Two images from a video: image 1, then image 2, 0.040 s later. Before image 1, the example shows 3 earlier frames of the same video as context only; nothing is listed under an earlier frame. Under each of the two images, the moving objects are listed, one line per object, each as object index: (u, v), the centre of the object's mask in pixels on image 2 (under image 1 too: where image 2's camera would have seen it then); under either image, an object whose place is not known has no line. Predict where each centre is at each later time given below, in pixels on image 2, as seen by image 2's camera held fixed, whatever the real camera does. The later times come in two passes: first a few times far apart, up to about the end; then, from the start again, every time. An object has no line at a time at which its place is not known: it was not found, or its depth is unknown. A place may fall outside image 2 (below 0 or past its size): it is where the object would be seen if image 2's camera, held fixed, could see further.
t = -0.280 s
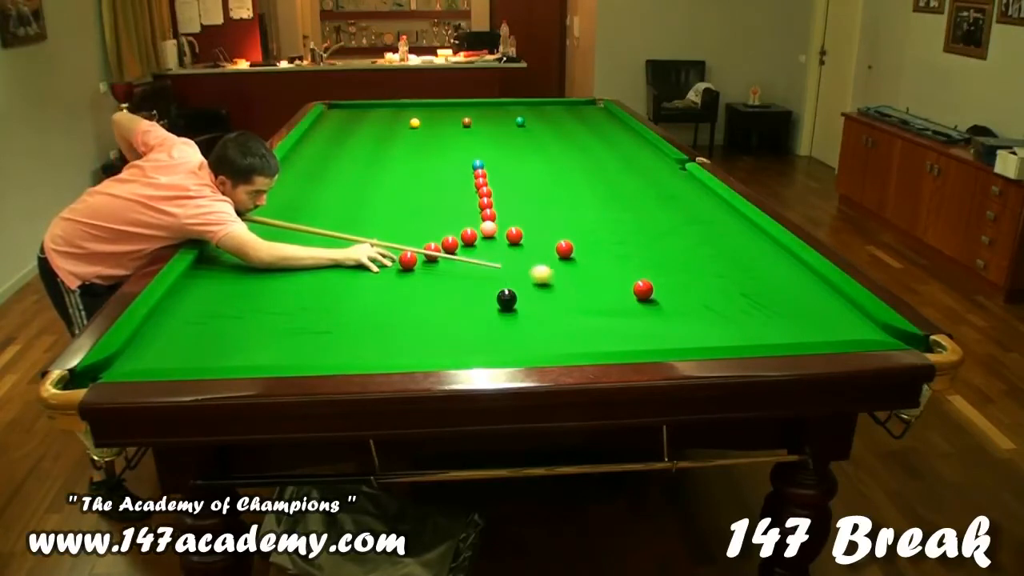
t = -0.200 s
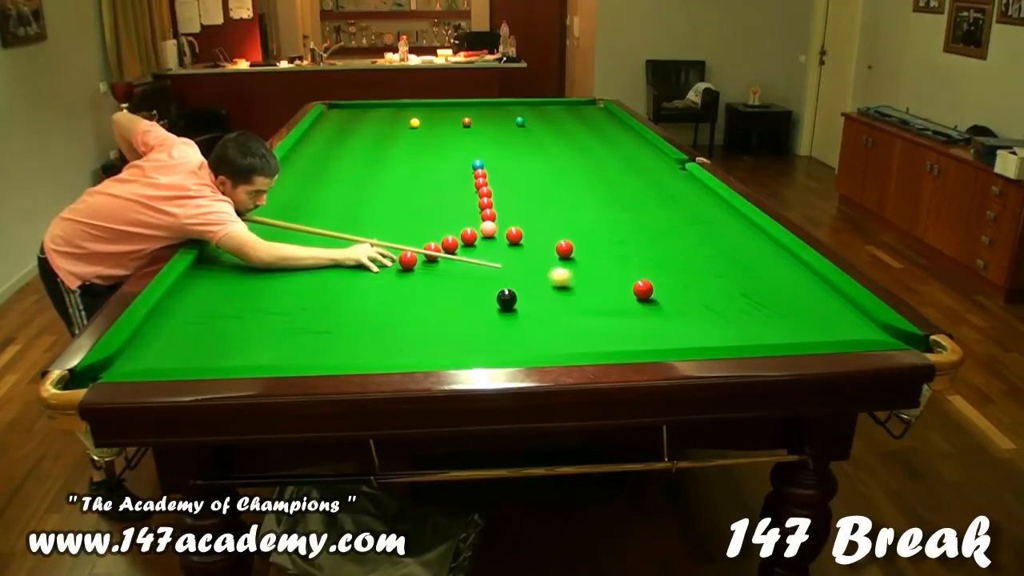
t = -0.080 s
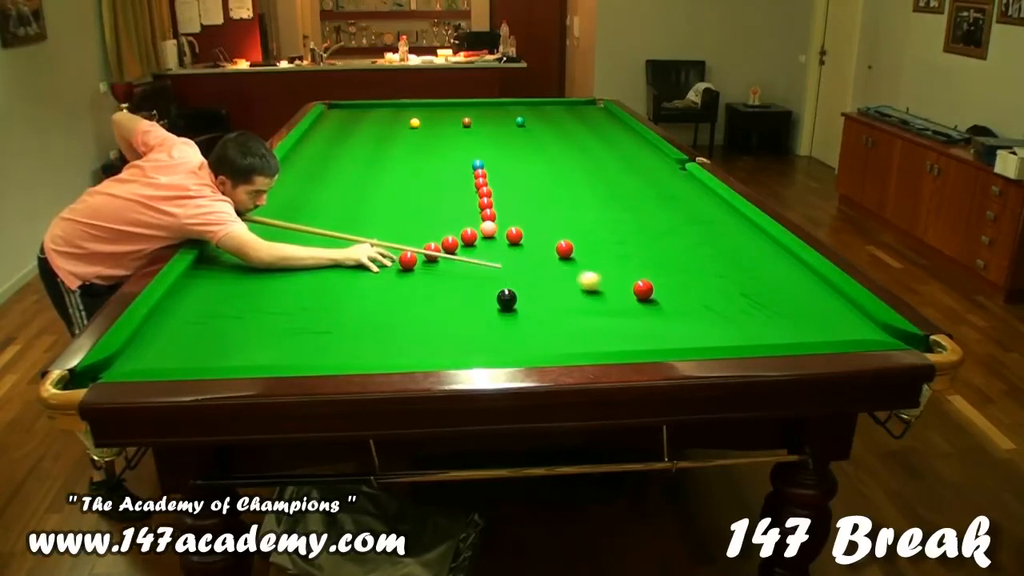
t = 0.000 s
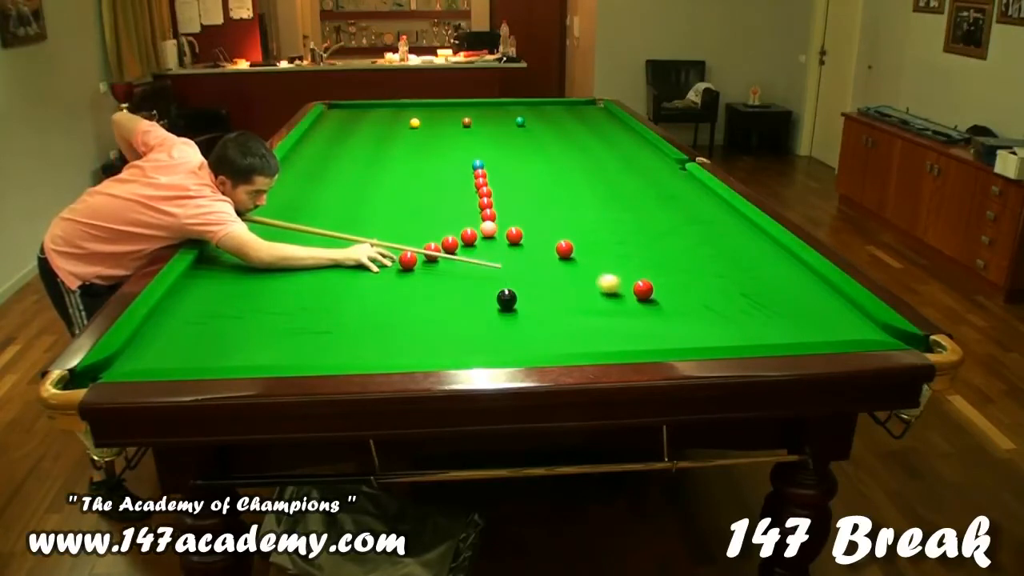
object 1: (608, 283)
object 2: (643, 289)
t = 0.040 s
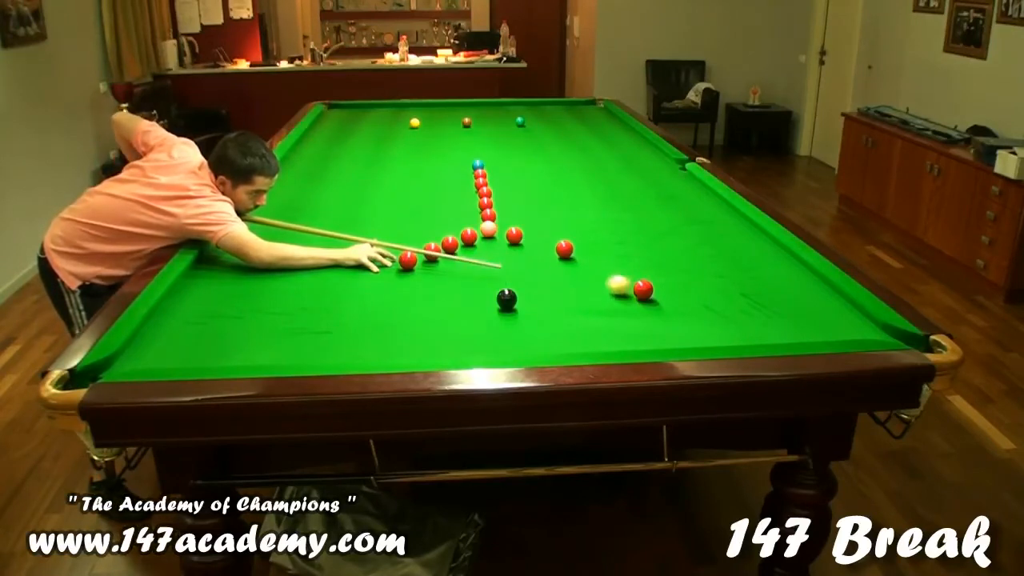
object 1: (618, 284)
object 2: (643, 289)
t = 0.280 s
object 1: (636, 285)
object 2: (679, 296)
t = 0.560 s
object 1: (652, 285)
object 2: (720, 304)
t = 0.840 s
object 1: (664, 285)
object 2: (759, 312)
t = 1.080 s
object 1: (673, 285)
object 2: (792, 319)
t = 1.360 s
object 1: (681, 285)
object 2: (828, 325)
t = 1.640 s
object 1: (686, 285)
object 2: (861, 330)
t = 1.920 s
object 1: (689, 285)
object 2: (891, 335)
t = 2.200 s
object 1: (689, 285)
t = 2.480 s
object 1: (689, 285)
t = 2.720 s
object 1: (689, 285)
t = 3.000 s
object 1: (689, 285)
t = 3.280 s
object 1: (689, 285)
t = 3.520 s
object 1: (689, 285)
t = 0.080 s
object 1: (625, 285)
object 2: (647, 290)
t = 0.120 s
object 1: (626, 285)
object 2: (655, 291)
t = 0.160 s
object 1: (629, 285)
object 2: (661, 293)
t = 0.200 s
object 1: (631, 285)
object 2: (667, 293)
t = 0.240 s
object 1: (634, 285)
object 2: (673, 295)
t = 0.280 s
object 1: (636, 285)
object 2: (679, 296)
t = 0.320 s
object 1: (638, 285)
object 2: (685, 298)
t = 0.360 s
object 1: (641, 285)
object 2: (691, 299)
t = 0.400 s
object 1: (643, 285)
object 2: (697, 300)
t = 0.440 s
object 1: (645, 285)
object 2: (703, 301)
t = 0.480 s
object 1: (647, 285)
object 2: (709, 302)
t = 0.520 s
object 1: (649, 285)
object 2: (715, 303)
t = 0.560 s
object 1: (652, 285)
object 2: (720, 304)
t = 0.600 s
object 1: (654, 285)
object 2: (726, 305)
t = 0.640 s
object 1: (656, 285)
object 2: (732, 307)
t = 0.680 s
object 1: (657, 285)
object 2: (737, 308)
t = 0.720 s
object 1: (659, 285)
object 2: (743, 309)
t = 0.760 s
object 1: (661, 285)
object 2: (748, 310)
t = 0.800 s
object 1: (663, 285)
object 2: (754, 311)
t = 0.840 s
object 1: (664, 285)
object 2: (759, 312)
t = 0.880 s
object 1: (666, 285)
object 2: (765, 313)
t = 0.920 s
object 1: (668, 285)
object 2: (771, 314)
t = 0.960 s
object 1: (669, 285)
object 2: (776, 315)
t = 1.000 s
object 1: (671, 285)
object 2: (782, 316)
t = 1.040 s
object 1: (672, 285)
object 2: (787, 317)
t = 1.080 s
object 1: (673, 285)
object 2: (792, 319)
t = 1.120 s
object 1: (674, 285)
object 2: (798, 319)
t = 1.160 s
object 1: (676, 285)
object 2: (803, 321)
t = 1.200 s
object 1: (677, 285)
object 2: (808, 321)
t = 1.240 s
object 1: (678, 285)
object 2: (813, 322)
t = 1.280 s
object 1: (679, 285)
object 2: (818, 323)
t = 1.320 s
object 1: (680, 285)
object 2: (823, 324)
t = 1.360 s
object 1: (681, 285)
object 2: (828, 325)
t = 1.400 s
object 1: (682, 285)
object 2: (832, 326)
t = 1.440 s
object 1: (683, 285)
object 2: (837, 327)
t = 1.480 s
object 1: (684, 285)
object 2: (842, 328)
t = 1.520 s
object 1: (684, 285)
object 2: (847, 328)
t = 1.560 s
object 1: (685, 285)
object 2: (851, 329)
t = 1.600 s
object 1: (686, 285)
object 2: (856, 329)
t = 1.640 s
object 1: (686, 285)
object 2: (861, 330)
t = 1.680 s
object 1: (687, 285)
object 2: (865, 330)
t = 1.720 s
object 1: (687, 285)
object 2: (869, 331)
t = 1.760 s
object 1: (688, 285)
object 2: (874, 331)
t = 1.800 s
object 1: (688, 285)
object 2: (878, 332)
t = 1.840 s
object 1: (688, 285)
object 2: (883, 333)
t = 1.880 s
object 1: (689, 285)
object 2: (887, 334)
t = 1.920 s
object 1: (689, 285)
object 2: (891, 335)
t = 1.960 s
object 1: (689, 285)
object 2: (895, 335)
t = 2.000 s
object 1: (689, 285)
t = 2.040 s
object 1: (689, 285)
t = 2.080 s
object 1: (689, 285)
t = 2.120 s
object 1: (689, 285)
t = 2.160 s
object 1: (689, 285)
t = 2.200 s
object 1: (689, 285)
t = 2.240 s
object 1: (689, 285)
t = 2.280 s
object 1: (689, 285)
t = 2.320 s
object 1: (689, 285)
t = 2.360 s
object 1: (689, 285)
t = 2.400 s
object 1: (689, 285)
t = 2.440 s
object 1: (689, 285)
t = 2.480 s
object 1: (689, 285)
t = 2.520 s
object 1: (689, 285)
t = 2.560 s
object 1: (689, 285)
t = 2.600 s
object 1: (689, 285)
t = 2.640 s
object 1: (689, 285)
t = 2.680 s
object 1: (689, 285)
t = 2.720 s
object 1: (689, 285)
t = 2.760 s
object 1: (689, 285)
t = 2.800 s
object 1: (689, 285)
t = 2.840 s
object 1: (689, 285)
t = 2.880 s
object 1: (689, 285)
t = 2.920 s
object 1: (689, 285)
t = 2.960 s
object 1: (689, 285)
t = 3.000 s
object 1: (689, 285)
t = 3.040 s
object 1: (689, 285)
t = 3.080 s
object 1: (689, 285)
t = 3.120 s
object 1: (689, 285)
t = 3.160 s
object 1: (689, 285)
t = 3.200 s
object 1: (689, 285)
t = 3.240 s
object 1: (689, 285)
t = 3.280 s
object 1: (689, 285)
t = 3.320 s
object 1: (689, 285)
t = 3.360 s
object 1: (689, 285)
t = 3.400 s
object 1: (689, 285)
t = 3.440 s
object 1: (689, 285)
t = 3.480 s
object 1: (689, 285)
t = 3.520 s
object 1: (689, 285)
